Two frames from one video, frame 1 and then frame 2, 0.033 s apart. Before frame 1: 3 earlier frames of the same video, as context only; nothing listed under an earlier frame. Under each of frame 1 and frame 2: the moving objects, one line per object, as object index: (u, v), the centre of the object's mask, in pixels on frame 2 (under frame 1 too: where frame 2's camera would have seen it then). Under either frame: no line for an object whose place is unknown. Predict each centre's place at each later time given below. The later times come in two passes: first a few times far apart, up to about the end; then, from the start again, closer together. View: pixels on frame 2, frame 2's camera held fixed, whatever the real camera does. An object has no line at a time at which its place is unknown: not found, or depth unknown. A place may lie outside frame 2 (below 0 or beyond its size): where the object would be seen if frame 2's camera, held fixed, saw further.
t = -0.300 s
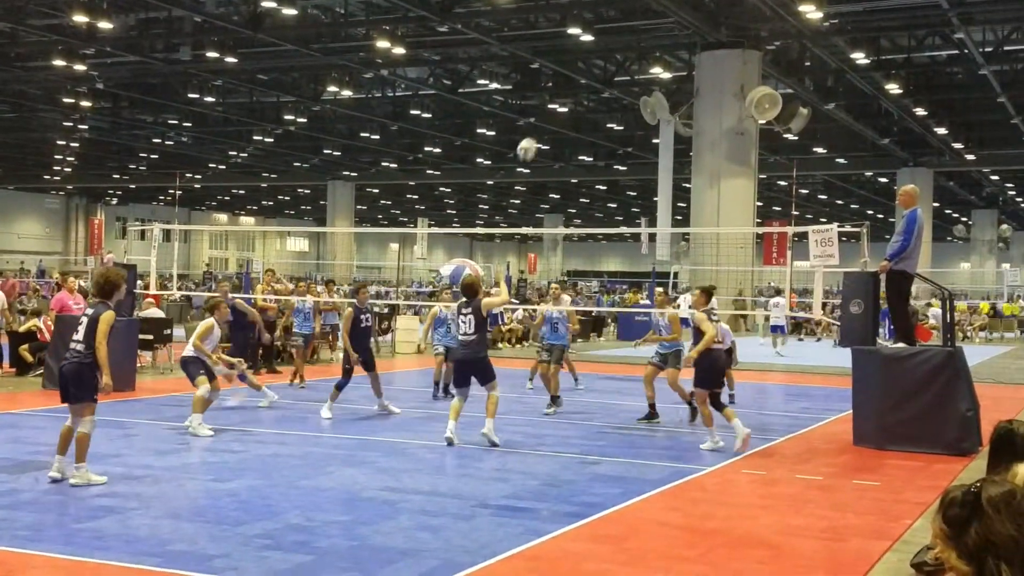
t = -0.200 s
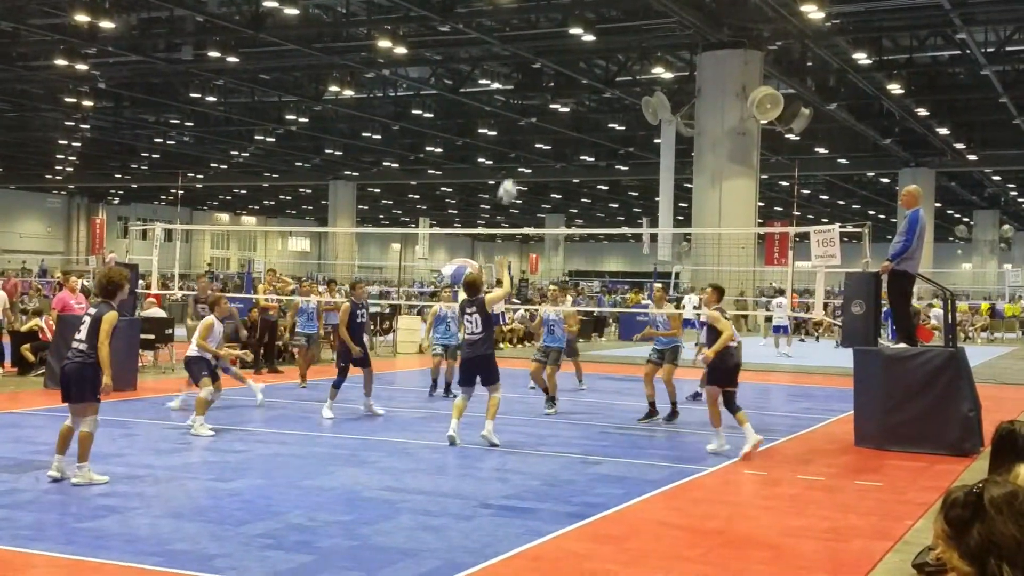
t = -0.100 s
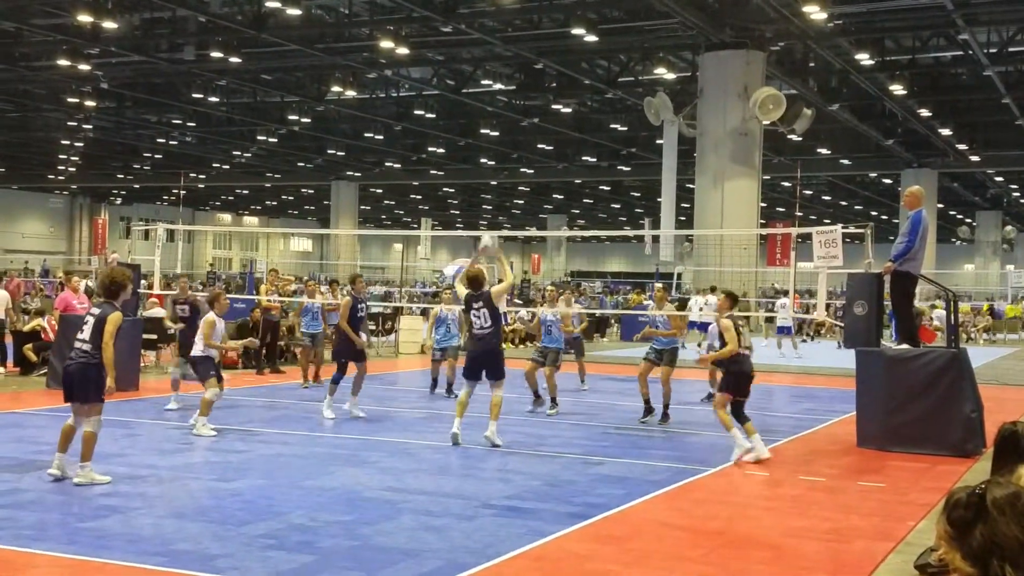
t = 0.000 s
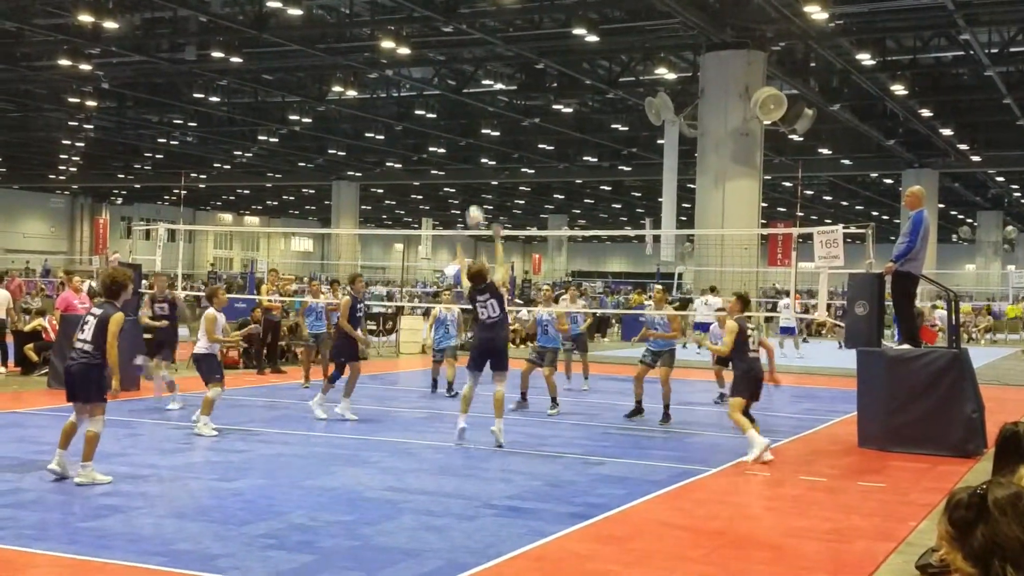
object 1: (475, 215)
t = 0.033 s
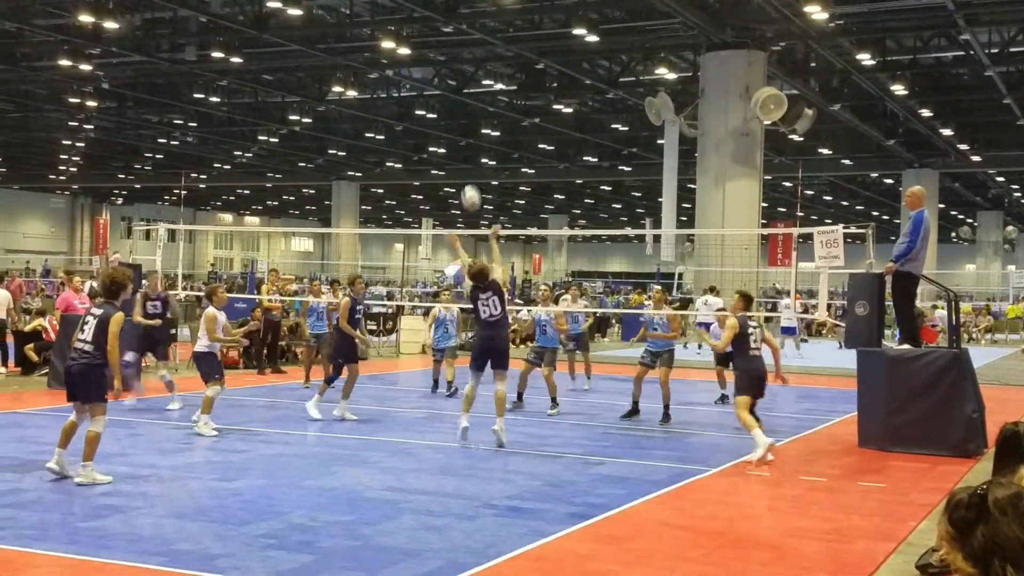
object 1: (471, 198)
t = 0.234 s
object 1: (444, 100)
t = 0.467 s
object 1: (413, 31)
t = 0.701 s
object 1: (383, 13)
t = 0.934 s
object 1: (353, 44)
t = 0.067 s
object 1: (467, 178)
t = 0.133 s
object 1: (457, 144)
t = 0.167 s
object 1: (453, 128)
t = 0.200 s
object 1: (448, 113)
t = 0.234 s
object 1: (444, 100)
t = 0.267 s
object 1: (439, 87)
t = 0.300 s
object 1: (435, 75)
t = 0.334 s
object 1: (431, 65)
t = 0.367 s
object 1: (426, 55)
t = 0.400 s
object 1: (422, 46)
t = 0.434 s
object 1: (417, 38)
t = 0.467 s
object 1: (413, 31)
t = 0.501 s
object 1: (408, 26)
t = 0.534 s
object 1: (404, 21)
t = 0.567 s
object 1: (400, 18)
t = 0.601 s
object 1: (396, 15)
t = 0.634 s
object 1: (392, 13)
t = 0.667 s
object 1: (387, 13)
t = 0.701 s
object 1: (383, 13)
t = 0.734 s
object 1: (379, 14)
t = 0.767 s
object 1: (375, 17)
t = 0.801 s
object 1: (370, 20)
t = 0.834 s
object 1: (366, 25)
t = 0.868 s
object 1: (361, 30)
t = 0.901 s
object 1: (357, 36)
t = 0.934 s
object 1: (353, 44)
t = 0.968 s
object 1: (348, 52)
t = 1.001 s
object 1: (344, 61)
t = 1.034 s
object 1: (340, 71)
